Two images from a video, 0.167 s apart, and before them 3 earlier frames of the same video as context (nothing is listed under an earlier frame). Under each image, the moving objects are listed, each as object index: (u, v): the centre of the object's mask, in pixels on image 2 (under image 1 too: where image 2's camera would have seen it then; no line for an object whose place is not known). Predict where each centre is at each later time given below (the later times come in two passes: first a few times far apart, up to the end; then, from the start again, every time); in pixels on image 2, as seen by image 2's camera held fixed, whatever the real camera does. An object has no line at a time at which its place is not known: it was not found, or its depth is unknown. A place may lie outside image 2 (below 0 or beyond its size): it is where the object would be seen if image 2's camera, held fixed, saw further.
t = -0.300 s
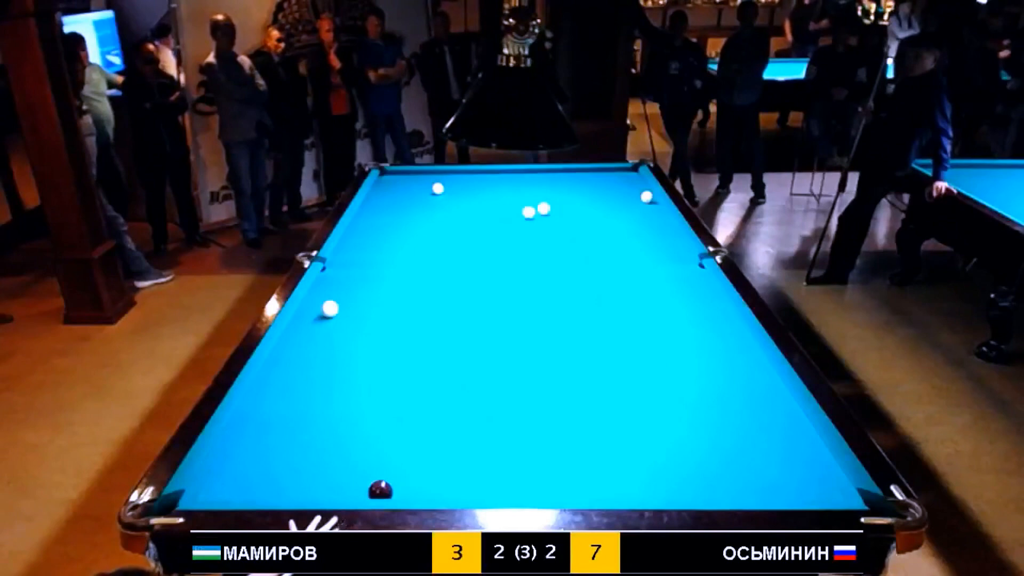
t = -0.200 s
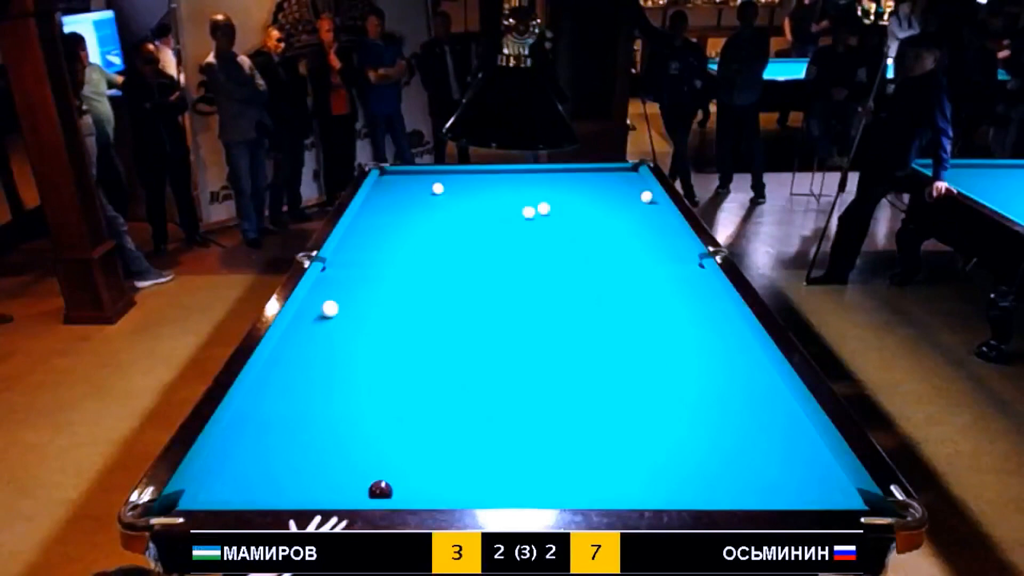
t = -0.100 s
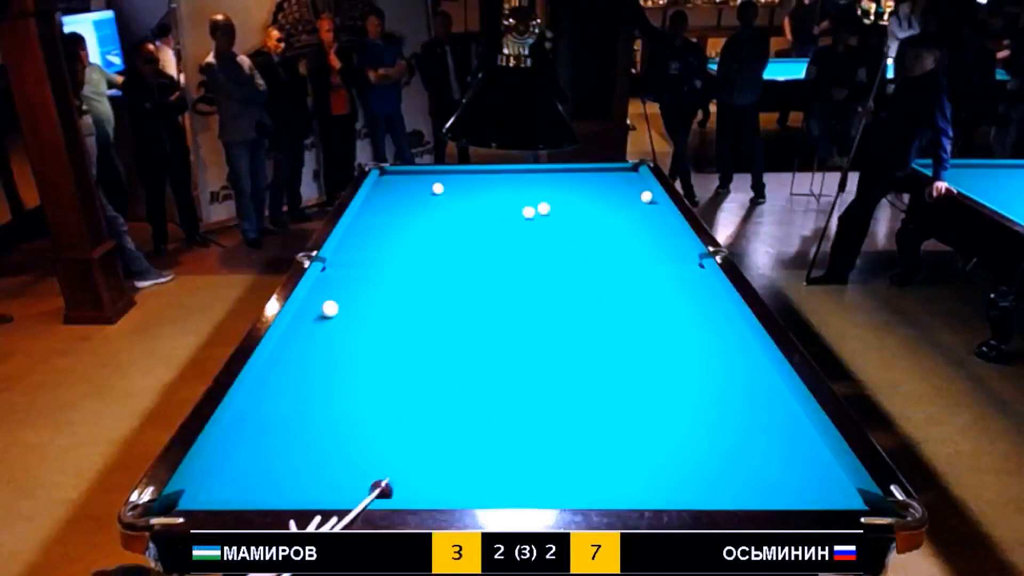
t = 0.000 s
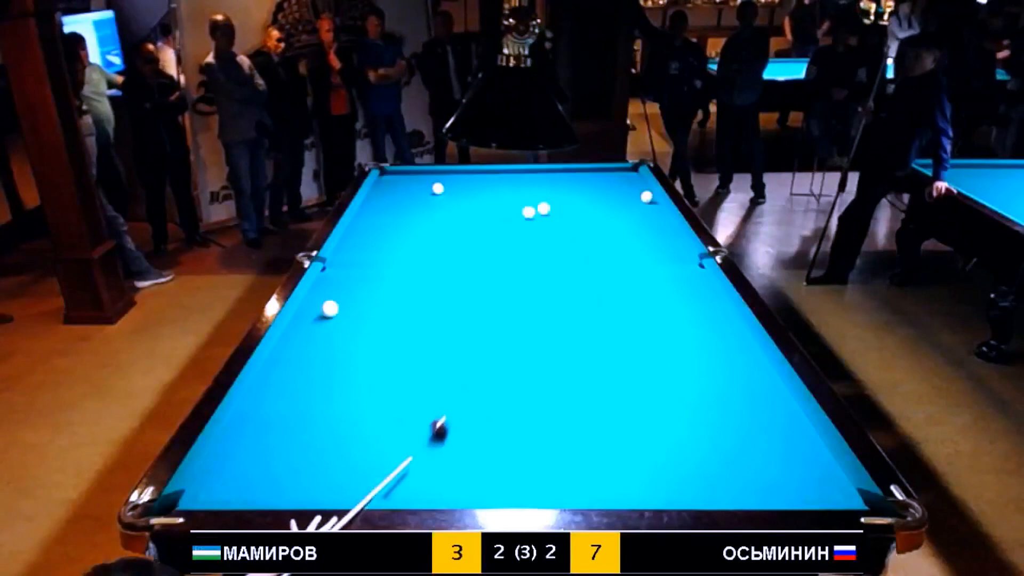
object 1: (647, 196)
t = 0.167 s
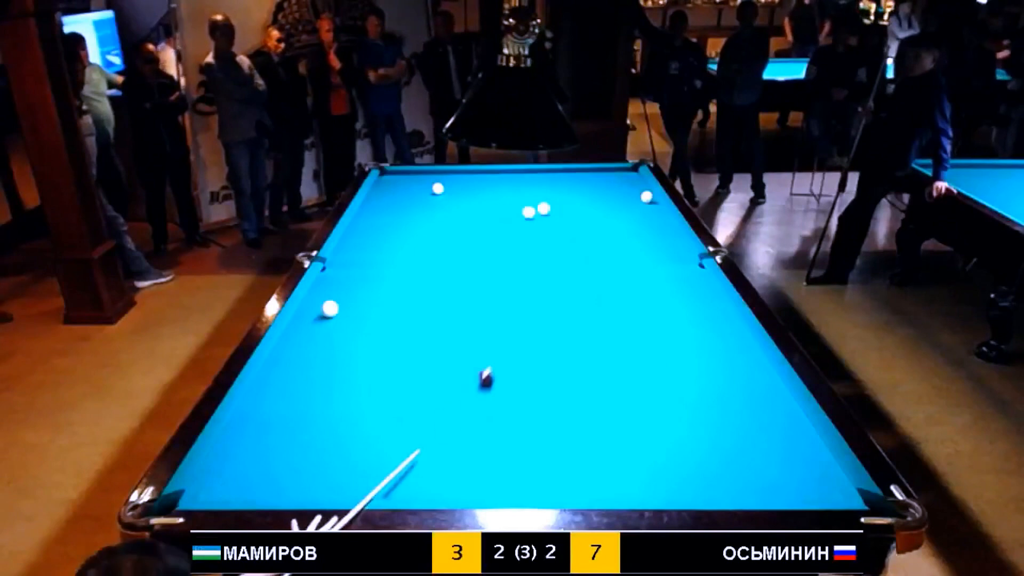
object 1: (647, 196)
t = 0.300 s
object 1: (647, 196)
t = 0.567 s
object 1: (646, 196)
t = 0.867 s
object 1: (647, 196)
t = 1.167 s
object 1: (647, 196)
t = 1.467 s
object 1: (639, 188)
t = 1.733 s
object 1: (629, 176)
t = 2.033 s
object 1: (623, 170)
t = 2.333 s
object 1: (626, 177)
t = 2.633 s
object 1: (630, 184)
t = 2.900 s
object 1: (633, 190)
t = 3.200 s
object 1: (636, 197)
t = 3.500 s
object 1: (640, 205)
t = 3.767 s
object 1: (643, 212)
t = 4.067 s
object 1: (647, 220)
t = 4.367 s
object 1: (650, 228)
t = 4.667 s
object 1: (654, 236)
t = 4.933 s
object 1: (658, 243)
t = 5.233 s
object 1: (662, 251)
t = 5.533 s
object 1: (666, 260)
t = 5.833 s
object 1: (670, 268)
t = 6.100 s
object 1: (673, 275)
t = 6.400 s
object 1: (677, 283)
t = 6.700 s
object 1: (681, 291)
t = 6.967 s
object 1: (684, 297)
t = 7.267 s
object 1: (687, 305)
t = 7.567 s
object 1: (690, 312)
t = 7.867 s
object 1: (693, 319)
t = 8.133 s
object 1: (695, 324)
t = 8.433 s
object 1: (698, 330)
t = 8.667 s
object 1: (700, 334)
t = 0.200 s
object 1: (647, 196)
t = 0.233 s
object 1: (647, 196)
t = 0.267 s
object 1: (647, 196)
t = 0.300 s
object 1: (647, 196)
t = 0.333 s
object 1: (647, 196)
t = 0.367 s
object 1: (647, 196)
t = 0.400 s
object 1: (647, 196)
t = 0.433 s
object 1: (647, 196)
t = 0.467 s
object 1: (647, 196)
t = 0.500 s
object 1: (647, 196)
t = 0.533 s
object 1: (646, 196)
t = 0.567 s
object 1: (646, 196)
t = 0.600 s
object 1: (647, 196)
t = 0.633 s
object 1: (647, 196)
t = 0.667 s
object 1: (647, 196)
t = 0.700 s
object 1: (647, 196)
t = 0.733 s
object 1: (647, 196)
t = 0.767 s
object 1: (647, 196)
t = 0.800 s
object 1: (646, 196)
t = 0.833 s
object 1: (647, 196)
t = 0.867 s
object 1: (647, 196)
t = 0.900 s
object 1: (647, 196)
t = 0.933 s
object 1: (647, 196)
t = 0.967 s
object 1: (647, 196)
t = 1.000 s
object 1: (647, 196)
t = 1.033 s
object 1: (647, 196)
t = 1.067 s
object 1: (647, 196)
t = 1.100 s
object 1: (647, 196)
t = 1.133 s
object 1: (647, 196)
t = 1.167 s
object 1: (647, 196)
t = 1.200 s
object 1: (646, 196)
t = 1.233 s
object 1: (646, 196)
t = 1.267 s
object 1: (646, 196)
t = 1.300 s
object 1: (646, 196)
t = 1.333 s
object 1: (646, 196)
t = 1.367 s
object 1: (644, 193)
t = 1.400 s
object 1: (643, 191)
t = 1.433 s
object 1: (641, 189)
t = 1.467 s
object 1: (639, 188)
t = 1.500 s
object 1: (638, 186)
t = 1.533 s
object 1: (637, 185)
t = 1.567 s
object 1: (635, 183)
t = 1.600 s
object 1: (634, 182)
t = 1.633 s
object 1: (633, 180)
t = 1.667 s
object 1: (632, 179)
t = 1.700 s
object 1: (631, 177)
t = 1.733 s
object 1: (629, 176)
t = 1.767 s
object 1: (629, 175)
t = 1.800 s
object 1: (627, 173)
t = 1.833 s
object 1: (626, 172)
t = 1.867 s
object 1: (625, 171)
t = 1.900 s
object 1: (624, 170)
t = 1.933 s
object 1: (623, 168)
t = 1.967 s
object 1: (623, 168)
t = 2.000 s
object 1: (623, 169)
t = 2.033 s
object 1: (623, 170)
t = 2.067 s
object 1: (624, 171)
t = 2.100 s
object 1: (624, 172)
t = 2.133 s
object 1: (624, 172)
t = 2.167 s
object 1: (625, 173)
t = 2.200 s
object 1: (625, 174)
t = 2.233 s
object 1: (625, 174)
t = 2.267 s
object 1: (625, 175)
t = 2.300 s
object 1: (626, 176)
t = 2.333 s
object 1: (626, 177)
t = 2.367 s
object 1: (627, 177)
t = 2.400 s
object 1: (627, 178)
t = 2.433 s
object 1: (627, 179)
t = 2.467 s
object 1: (628, 180)
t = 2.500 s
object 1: (628, 180)
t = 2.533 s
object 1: (628, 181)
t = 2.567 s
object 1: (629, 182)
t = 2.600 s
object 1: (629, 183)
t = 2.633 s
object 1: (630, 184)
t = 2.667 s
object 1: (630, 185)
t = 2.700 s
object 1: (630, 185)
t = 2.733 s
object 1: (631, 186)
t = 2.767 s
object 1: (631, 187)
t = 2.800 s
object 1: (631, 188)
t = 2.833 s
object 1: (632, 188)
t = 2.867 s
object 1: (633, 189)
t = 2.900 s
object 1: (633, 190)
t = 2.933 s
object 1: (633, 191)
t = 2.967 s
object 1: (633, 192)
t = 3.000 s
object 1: (634, 192)
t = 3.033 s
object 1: (634, 193)
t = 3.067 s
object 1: (634, 194)
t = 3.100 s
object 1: (635, 195)
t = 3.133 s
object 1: (635, 196)
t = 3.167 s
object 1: (635, 196)
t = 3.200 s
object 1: (636, 197)
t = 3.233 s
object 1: (636, 198)
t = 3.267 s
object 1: (637, 199)
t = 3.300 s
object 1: (637, 200)
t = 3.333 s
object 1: (637, 201)
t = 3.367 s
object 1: (638, 202)
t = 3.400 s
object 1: (638, 202)
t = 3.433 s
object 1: (639, 203)
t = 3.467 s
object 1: (639, 204)
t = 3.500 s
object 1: (640, 205)
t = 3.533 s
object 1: (640, 206)
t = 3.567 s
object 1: (640, 207)
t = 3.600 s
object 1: (641, 208)
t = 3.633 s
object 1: (641, 209)
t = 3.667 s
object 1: (642, 209)
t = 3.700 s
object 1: (642, 210)
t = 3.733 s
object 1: (642, 211)
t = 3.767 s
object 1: (643, 212)
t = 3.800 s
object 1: (643, 213)
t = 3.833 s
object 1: (643, 214)
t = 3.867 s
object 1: (644, 214)
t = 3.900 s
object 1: (644, 215)
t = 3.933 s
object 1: (645, 216)
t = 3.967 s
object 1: (645, 217)
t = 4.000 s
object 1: (646, 218)
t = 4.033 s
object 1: (646, 219)
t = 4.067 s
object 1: (647, 220)
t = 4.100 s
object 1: (647, 221)
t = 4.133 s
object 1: (647, 222)
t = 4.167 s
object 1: (648, 223)
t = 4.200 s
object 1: (648, 224)
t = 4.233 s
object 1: (649, 224)
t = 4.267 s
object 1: (649, 225)
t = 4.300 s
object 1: (650, 226)
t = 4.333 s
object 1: (650, 227)
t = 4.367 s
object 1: (650, 228)
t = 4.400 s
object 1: (651, 229)
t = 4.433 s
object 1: (651, 230)
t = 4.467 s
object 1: (652, 231)
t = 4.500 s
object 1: (652, 231)
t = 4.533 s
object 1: (653, 232)
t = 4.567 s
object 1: (653, 233)
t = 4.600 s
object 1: (654, 234)
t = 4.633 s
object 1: (654, 235)
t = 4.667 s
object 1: (654, 236)
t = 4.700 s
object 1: (655, 237)
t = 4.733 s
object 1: (656, 238)
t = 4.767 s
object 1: (656, 239)
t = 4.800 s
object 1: (656, 239)
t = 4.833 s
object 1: (657, 240)
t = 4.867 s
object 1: (657, 242)
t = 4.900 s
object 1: (658, 242)
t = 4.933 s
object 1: (658, 243)
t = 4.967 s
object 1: (658, 244)
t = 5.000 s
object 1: (659, 245)
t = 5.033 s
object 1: (659, 246)
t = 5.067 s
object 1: (660, 247)
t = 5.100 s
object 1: (660, 247)
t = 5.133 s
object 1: (661, 249)
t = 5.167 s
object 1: (661, 250)
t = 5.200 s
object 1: (662, 251)
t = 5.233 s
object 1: (662, 251)
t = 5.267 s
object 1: (663, 252)
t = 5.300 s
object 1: (663, 253)
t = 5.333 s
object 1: (664, 254)
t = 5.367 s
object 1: (664, 255)
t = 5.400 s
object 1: (664, 256)
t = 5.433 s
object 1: (665, 257)
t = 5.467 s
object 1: (665, 258)
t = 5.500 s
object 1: (666, 259)
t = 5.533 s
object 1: (666, 260)
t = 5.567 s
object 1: (667, 260)
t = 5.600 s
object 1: (667, 261)
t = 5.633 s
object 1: (667, 262)
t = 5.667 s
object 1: (668, 263)
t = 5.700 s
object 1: (668, 264)
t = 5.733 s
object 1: (669, 265)
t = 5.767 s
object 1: (669, 266)
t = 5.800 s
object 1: (670, 267)
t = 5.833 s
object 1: (670, 268)
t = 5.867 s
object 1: (670, 269)
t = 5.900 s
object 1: (671, 269)
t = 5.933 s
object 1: (671, 270)
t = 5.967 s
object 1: (672, 271)
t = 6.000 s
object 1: (672, 272)
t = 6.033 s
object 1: (673, 273)
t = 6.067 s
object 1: (673, 274)
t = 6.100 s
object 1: (673, 275)
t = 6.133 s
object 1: (674, 276)
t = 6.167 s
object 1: (674, 277)
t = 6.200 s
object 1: (675, 278)
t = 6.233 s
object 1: (675, 278)
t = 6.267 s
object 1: (675, 279)
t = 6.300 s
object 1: (676, 280)
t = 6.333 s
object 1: (676, 281)
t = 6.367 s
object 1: (677, 282)
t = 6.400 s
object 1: (677, 283)
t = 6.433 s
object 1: (677, 284)
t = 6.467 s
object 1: (678, 285)
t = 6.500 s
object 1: (678, 286)
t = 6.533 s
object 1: (679, 286)
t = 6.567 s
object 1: (679, 287)
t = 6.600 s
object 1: (679, 288)
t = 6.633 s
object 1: (680, 289)
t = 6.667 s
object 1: (680, 290)
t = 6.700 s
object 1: (681, 291)
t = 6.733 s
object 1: (681, 292)
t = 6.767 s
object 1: (682, 293)
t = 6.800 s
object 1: (682, 293)
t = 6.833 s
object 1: (682, 294)
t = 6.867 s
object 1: (683, 295)
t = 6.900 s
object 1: (683, 296)
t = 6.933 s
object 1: (683, 297)
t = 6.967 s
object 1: (684, 297)
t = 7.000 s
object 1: (684, 298)
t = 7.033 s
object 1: (684, 299)
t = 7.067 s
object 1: (685, 300)
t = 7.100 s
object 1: (685, 301)
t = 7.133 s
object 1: (685, 302)
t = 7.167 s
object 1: (686, 303)
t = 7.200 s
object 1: (686, 303)
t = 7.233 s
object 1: (687, 304)
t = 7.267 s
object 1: (687, 305)
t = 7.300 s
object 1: (687, 306)
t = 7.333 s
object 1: (688, 306)
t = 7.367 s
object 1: (688, 307)
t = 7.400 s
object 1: (688, 308)
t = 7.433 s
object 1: (689, 309)
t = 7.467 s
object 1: (689, 310)
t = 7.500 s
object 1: (689, 311)
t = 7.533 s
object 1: (690, 311)
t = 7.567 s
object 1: (690, 312)
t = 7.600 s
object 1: (690, 313)
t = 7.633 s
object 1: (691, 314)
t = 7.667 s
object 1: (691, 314)
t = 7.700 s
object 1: (691, 315)
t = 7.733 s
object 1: (692, 316)
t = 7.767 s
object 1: (692, 317)
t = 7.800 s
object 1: (692, 317)
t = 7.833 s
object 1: (693, 318)
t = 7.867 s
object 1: (693, 319)
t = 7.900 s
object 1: (693, 319)
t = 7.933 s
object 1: (694, 320)
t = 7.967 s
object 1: (694, 320)
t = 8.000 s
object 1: (695, 321)
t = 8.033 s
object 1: (695, 322)
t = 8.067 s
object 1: (695, 323)
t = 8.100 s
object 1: (695, 324)
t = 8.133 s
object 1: (695, 324)
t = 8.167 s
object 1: (696, 325)
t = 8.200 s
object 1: (696, 326)
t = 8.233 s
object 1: (696, 326)
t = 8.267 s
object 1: (697, 327)
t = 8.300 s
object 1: (697, 327)
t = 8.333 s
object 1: (697, 328)
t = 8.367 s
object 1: (697, 329)
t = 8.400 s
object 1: (698, 329)
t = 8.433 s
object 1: (698, 330)
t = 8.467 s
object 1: (698, 330)
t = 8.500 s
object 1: (699, 331)
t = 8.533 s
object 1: (699, 332)
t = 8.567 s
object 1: (699, 332)
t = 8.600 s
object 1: (699, 333)
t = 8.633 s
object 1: (699, 333)
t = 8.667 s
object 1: (700, 334)
